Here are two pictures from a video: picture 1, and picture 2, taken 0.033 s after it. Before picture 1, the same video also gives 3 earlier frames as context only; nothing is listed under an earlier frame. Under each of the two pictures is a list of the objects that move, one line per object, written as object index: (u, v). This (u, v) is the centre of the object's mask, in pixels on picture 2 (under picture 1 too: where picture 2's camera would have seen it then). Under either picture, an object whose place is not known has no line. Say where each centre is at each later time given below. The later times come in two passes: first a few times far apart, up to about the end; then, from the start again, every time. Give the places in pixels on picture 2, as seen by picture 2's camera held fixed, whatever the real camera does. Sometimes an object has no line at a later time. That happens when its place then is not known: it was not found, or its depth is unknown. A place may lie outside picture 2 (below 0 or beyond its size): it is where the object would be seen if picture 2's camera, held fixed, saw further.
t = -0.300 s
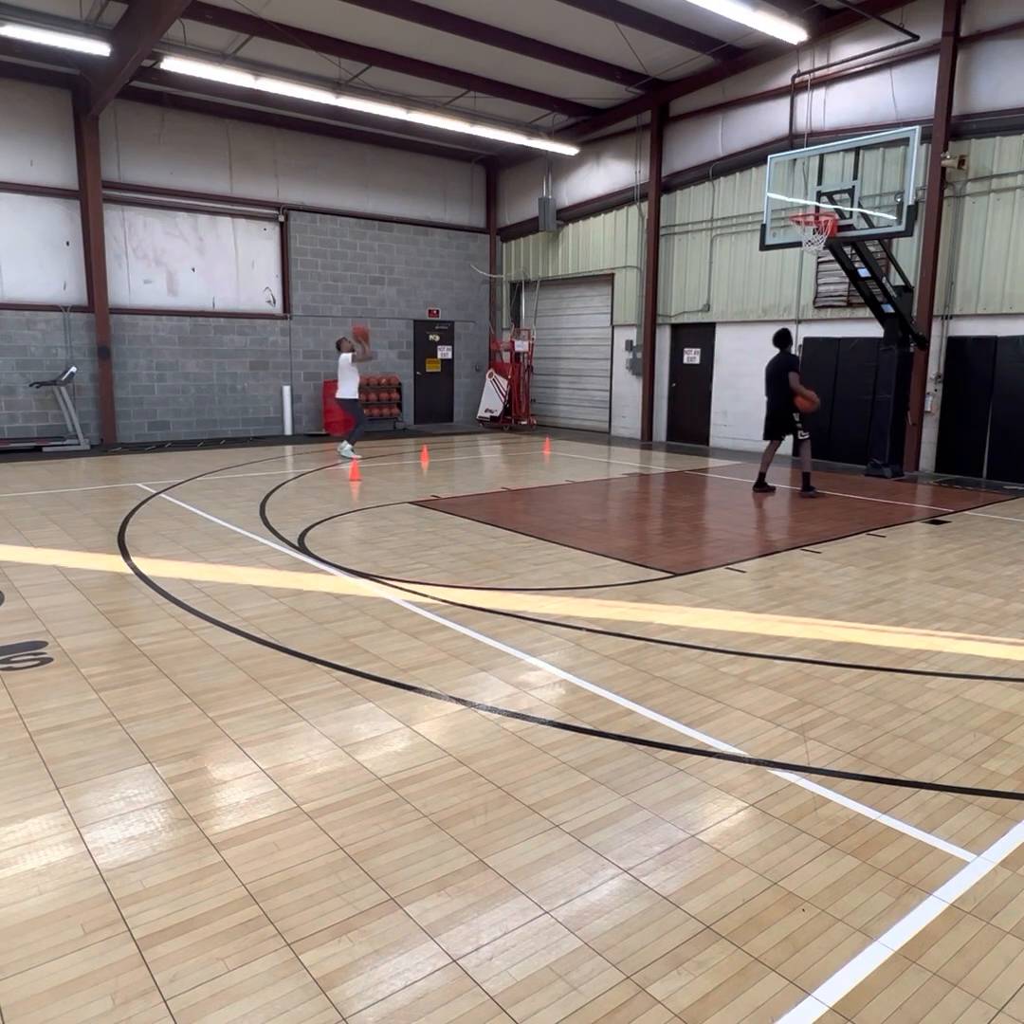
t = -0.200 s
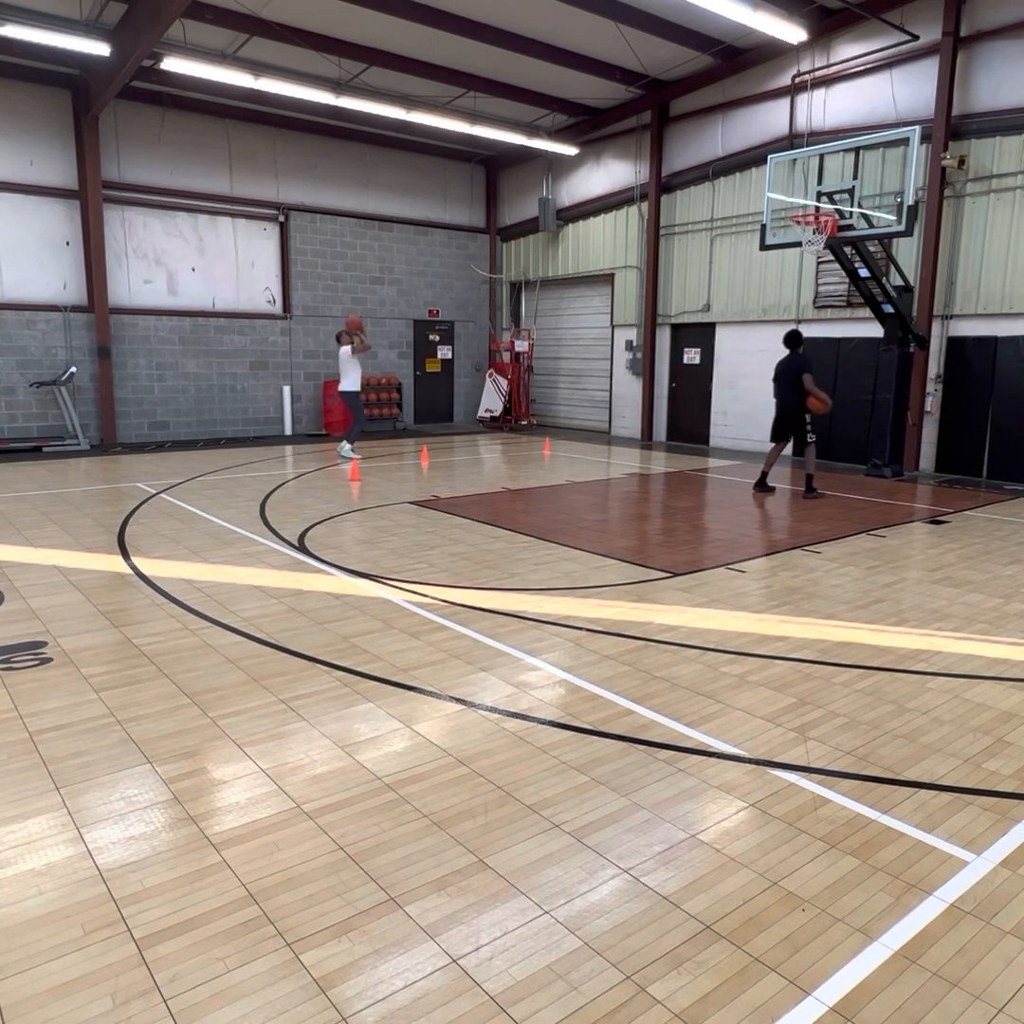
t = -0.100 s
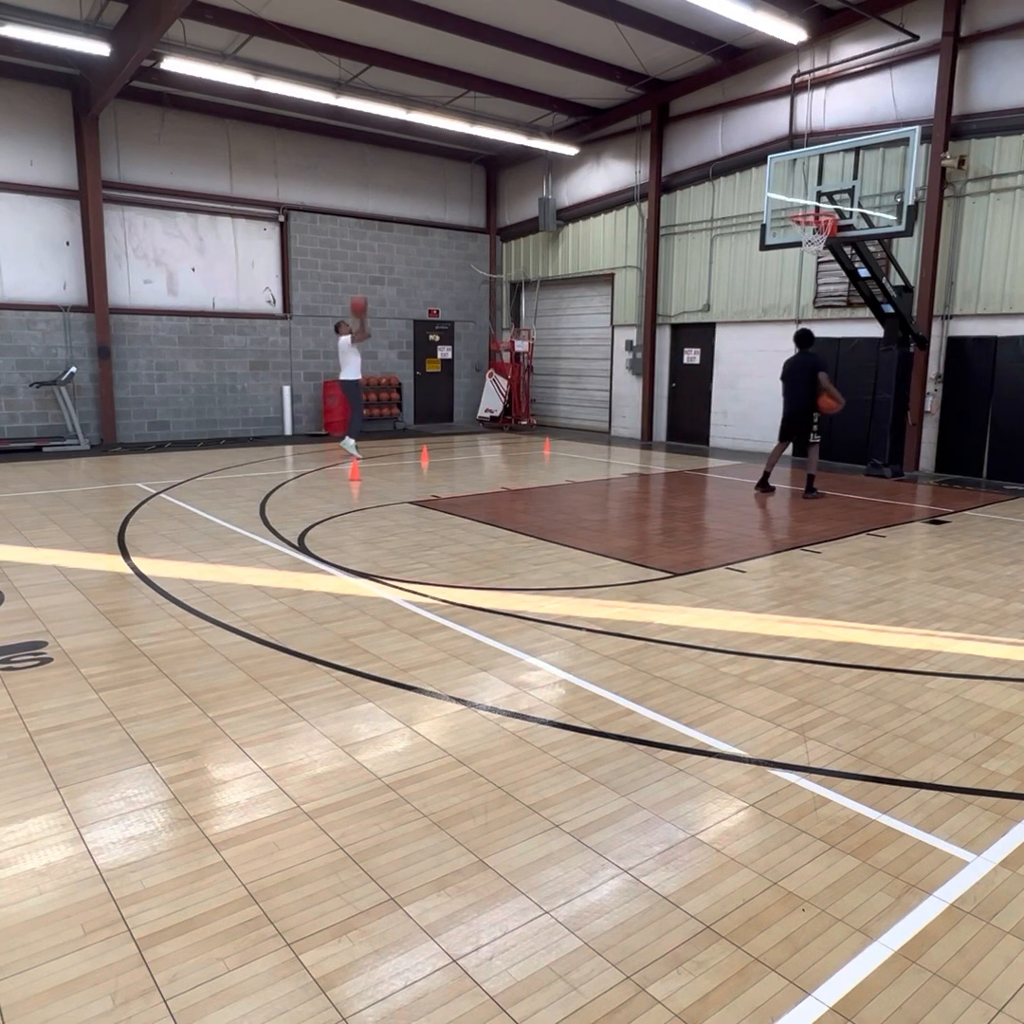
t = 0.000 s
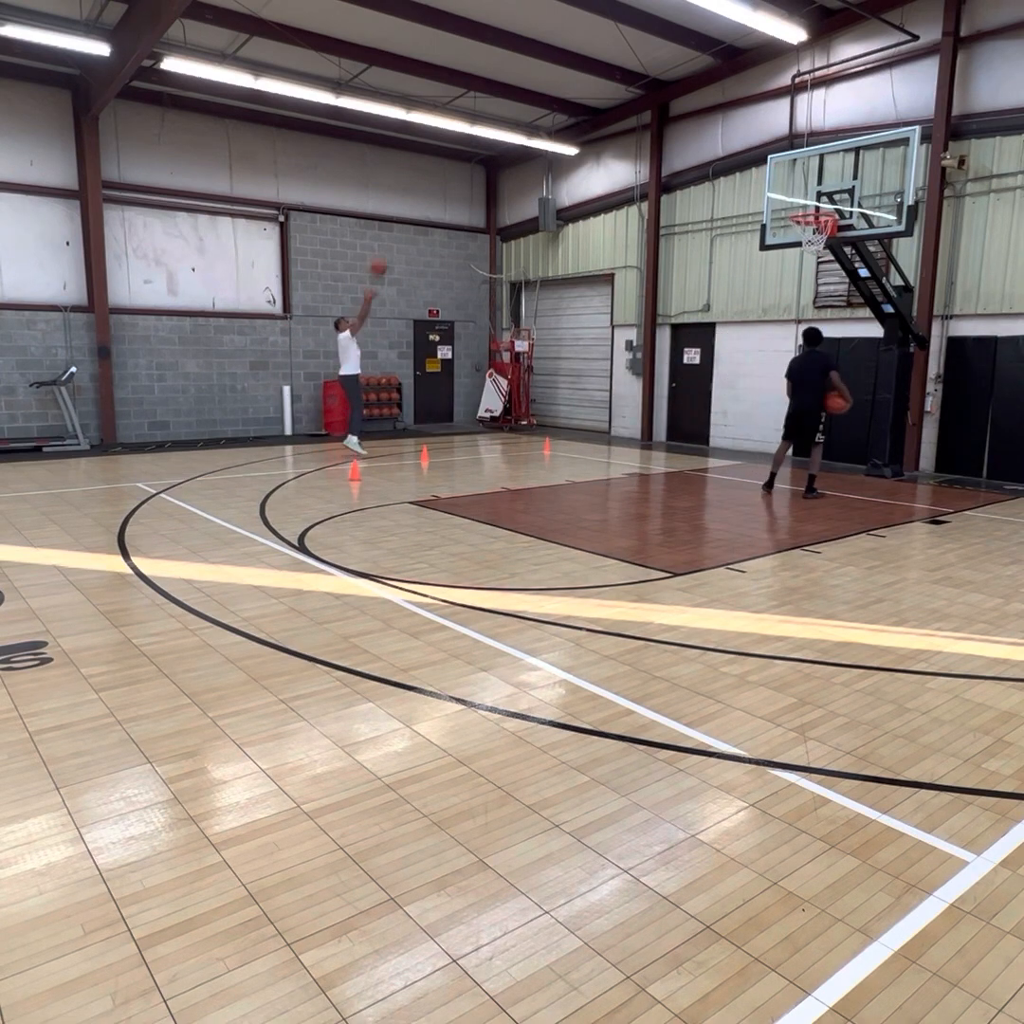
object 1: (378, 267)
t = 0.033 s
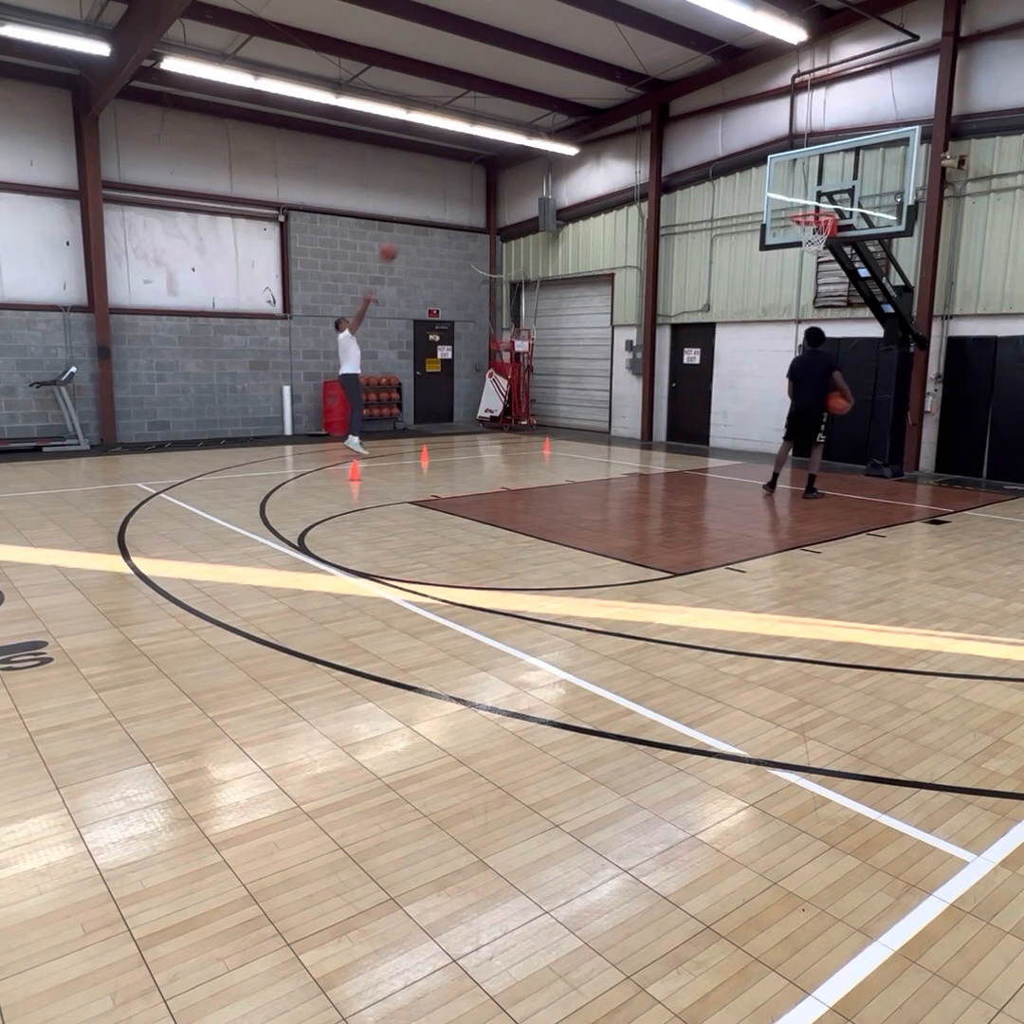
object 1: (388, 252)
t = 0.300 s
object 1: (473, 155)
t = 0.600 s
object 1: (580, 102)
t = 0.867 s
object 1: (681, 116)
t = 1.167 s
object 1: (800, 214)
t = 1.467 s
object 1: (842, 257)
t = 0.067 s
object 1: (398, 237)
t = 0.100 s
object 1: (409, 224)
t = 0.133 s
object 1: (419, 211)
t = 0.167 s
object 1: (429, 198)
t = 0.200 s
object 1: (440, 185)
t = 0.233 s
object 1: (450, 174)
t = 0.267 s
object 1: (462, 163)
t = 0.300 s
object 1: (473, 155)
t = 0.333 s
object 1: (484, 147)
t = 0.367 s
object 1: (496, 136)
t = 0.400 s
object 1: (509, 128)
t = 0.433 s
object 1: (520, 122)
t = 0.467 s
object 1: (531, 116)
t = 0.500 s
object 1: (545, 111)
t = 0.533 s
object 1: (556, 107)
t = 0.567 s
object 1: (567, 105)
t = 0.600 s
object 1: (580, 102)
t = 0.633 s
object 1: (592, 101)
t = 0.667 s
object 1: (605, 100)
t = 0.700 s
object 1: (618, 101)
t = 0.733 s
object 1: (631, 102)
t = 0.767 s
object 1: (642, 104)
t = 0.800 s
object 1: (655, 108)
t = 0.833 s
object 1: (668, 112)
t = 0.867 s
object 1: (681, 116)
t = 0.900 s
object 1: (694, 123)
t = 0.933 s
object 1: (708, 131)
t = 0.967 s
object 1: (722, 140)
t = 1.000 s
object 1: (735, 148)
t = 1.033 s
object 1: (748, 159)
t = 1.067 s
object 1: (760, 170)
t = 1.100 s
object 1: (775, 184)
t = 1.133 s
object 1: (788, 197)
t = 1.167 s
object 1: (800, 214)
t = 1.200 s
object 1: (811, 222)
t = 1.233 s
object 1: (826, 239)
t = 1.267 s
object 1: (829, 238)
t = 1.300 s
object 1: (831, 239)
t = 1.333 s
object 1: (833, 240)
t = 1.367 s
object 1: (835, 244)
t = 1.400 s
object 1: (838, 247)
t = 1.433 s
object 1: (840, 252)
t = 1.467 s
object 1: (842, 257)
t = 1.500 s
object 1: (843, 264)
